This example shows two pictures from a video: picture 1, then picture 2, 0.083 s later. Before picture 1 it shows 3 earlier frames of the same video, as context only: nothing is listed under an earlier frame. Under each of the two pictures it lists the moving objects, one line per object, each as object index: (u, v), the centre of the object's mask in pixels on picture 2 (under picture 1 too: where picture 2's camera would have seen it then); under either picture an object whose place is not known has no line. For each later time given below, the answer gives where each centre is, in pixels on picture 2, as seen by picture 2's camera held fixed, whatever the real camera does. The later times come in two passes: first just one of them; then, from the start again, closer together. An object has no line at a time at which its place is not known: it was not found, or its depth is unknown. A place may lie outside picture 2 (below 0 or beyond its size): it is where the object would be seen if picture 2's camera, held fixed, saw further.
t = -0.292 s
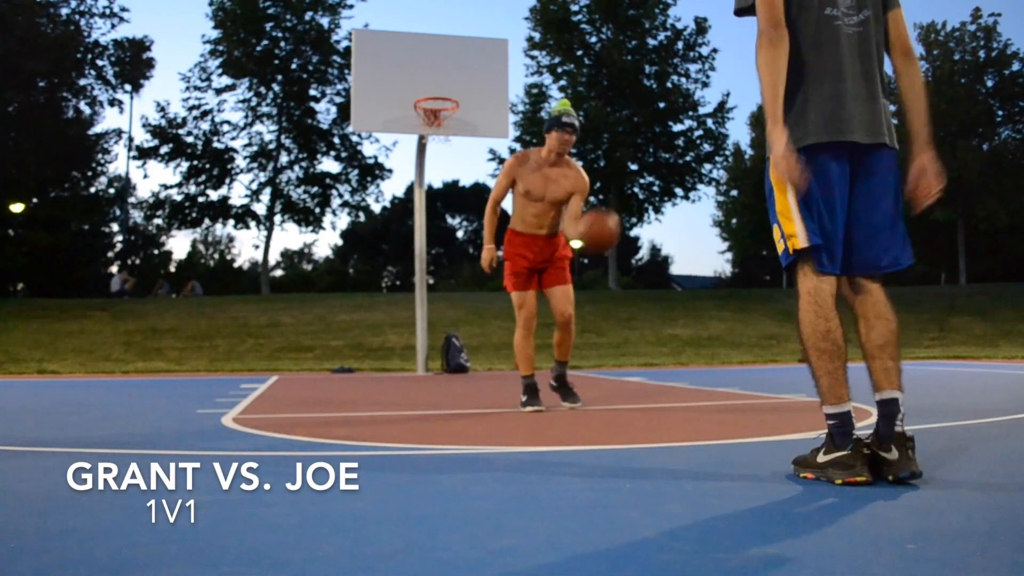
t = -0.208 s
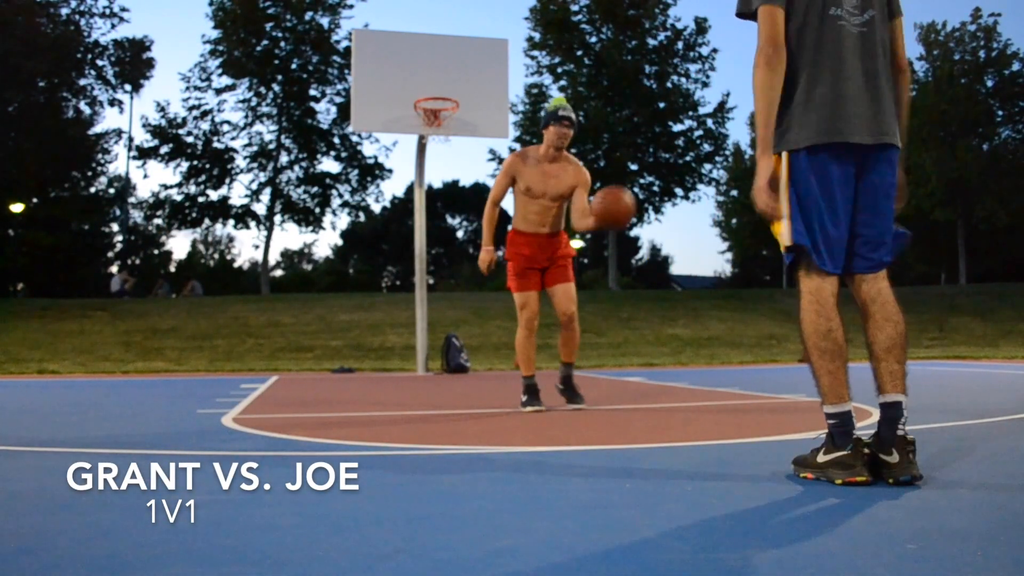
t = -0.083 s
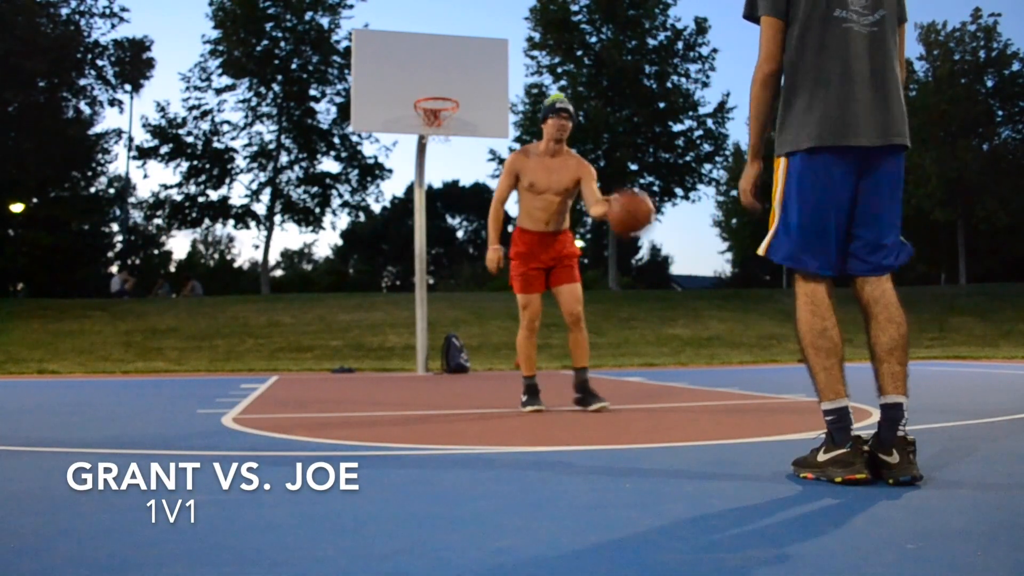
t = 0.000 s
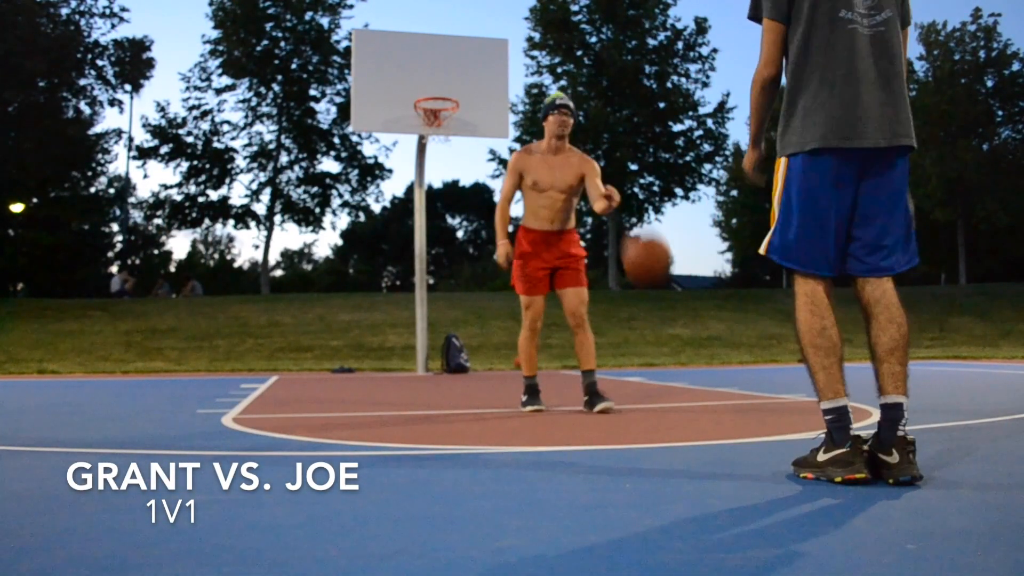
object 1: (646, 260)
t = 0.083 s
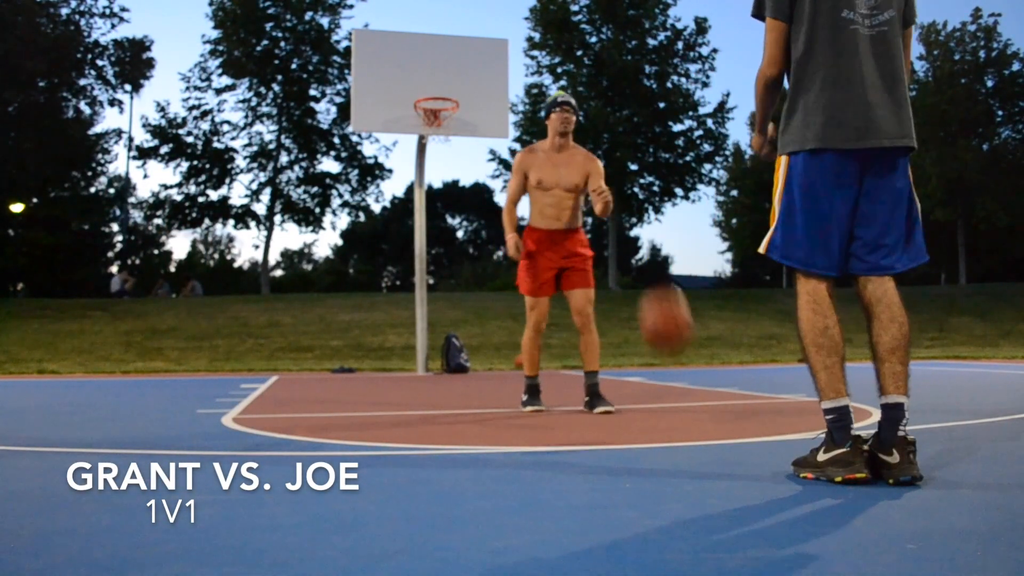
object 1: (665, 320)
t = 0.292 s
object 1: (689, 304)
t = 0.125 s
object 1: (675, 355)
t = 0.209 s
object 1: (687, 368)
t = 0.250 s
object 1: (689, 334)
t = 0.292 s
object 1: (689, 304)
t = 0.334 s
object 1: (689, 284)
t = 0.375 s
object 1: (690, 258)
